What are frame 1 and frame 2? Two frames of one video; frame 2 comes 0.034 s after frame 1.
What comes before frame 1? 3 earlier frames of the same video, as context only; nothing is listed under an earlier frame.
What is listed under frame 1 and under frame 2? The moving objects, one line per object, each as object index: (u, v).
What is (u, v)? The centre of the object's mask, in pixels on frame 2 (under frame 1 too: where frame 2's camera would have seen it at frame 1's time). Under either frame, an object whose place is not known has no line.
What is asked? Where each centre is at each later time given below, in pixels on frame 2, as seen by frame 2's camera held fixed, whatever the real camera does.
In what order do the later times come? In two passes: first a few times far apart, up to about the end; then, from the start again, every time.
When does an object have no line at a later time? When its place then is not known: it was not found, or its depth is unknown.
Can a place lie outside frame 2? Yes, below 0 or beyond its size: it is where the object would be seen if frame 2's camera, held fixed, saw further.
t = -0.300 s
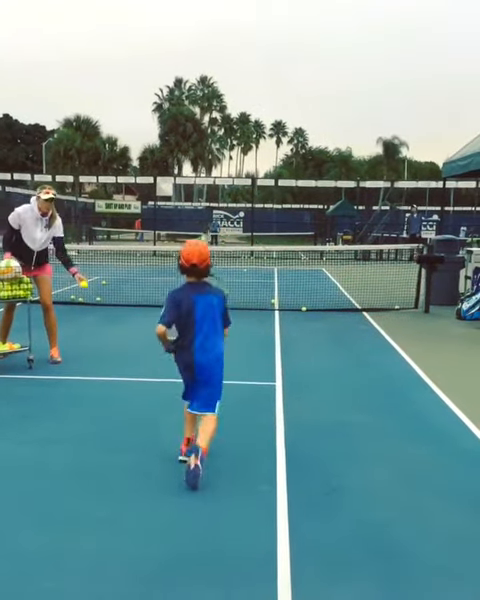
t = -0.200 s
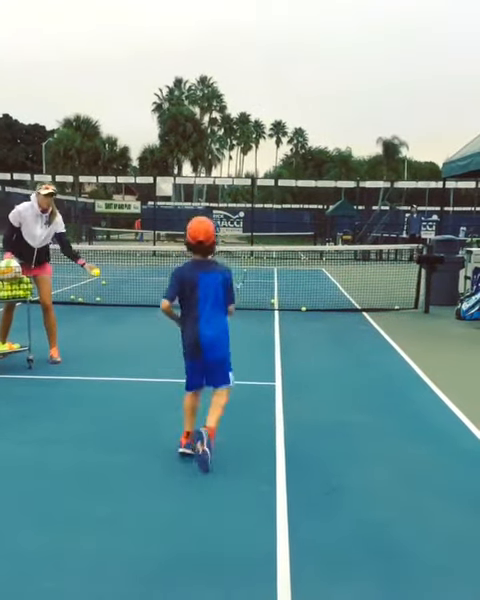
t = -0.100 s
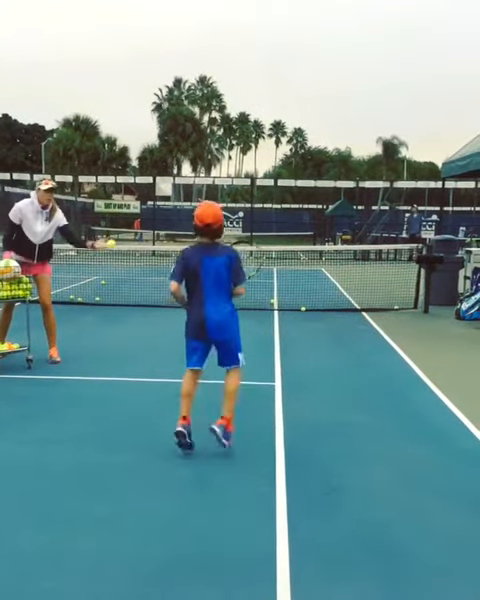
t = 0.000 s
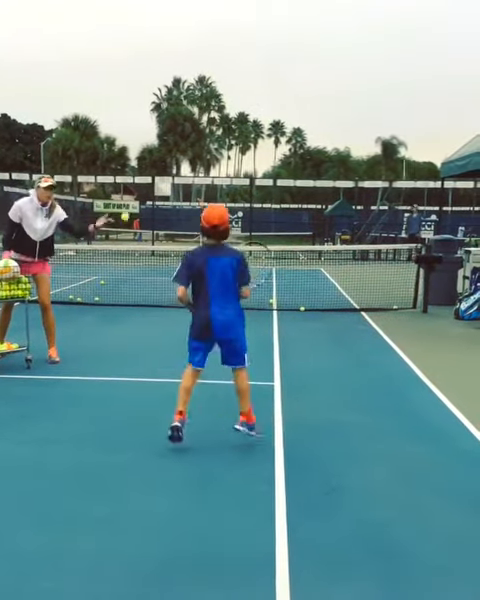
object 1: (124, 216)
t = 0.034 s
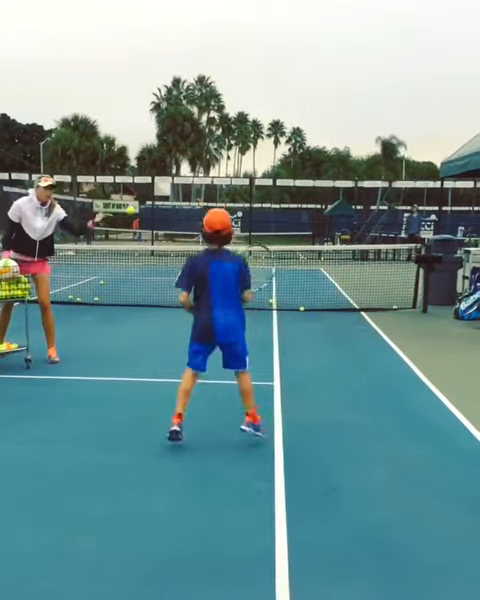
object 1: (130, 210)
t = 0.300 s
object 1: (172, 202)
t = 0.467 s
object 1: (201, 240)
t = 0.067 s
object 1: (135, 204)
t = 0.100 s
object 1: (140, 200)
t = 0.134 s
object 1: (146, 197)
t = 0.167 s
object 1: (150, 195)
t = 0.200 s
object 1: (156, 195)
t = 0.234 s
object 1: (161, 196)
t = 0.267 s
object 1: (167, 199)
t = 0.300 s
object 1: (172, 202)
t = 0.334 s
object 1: (178, 207)
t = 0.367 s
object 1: (184, 213)
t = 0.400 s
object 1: (190, 221)
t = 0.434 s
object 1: (195, 230)
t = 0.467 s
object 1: (201, 240)
